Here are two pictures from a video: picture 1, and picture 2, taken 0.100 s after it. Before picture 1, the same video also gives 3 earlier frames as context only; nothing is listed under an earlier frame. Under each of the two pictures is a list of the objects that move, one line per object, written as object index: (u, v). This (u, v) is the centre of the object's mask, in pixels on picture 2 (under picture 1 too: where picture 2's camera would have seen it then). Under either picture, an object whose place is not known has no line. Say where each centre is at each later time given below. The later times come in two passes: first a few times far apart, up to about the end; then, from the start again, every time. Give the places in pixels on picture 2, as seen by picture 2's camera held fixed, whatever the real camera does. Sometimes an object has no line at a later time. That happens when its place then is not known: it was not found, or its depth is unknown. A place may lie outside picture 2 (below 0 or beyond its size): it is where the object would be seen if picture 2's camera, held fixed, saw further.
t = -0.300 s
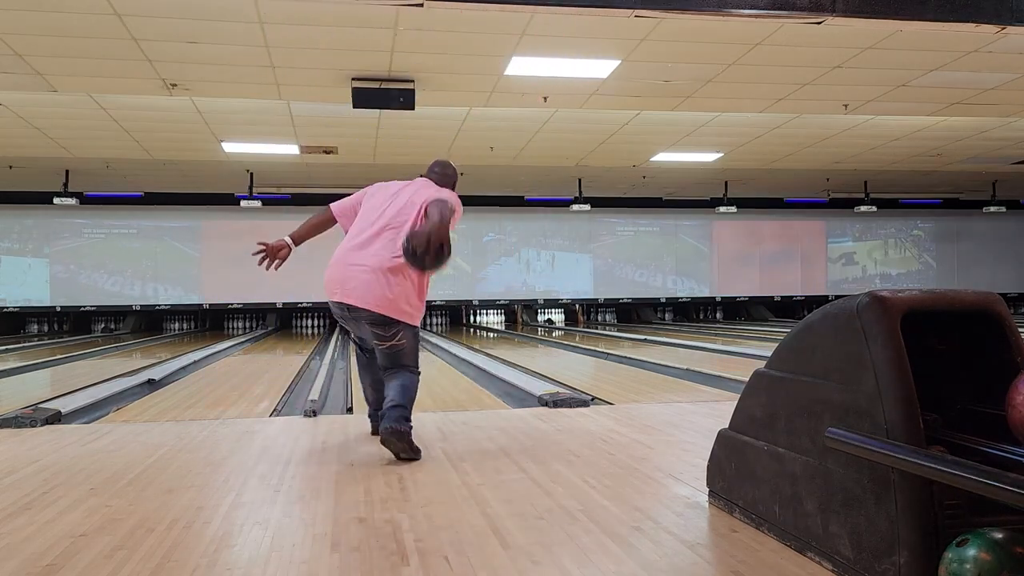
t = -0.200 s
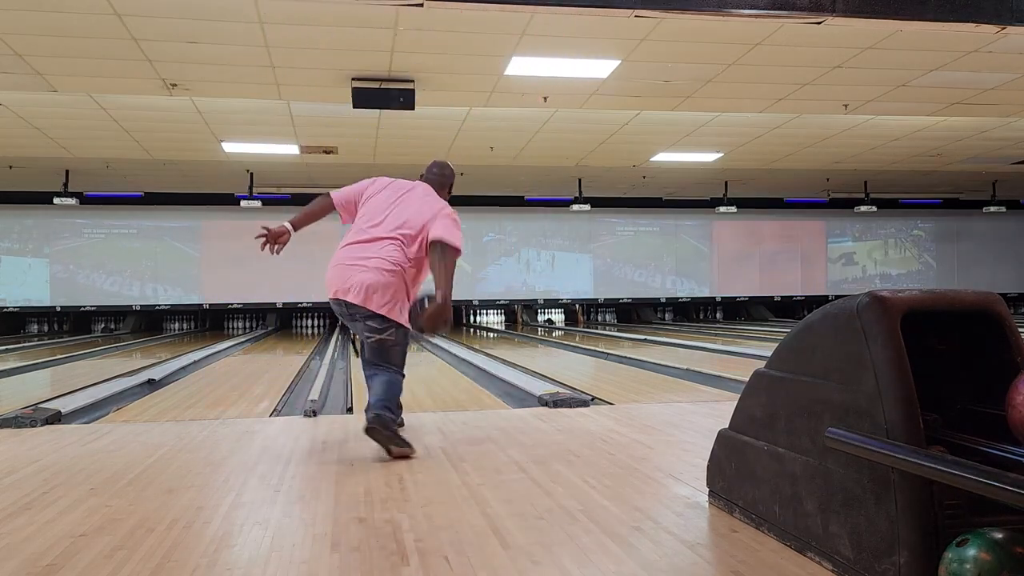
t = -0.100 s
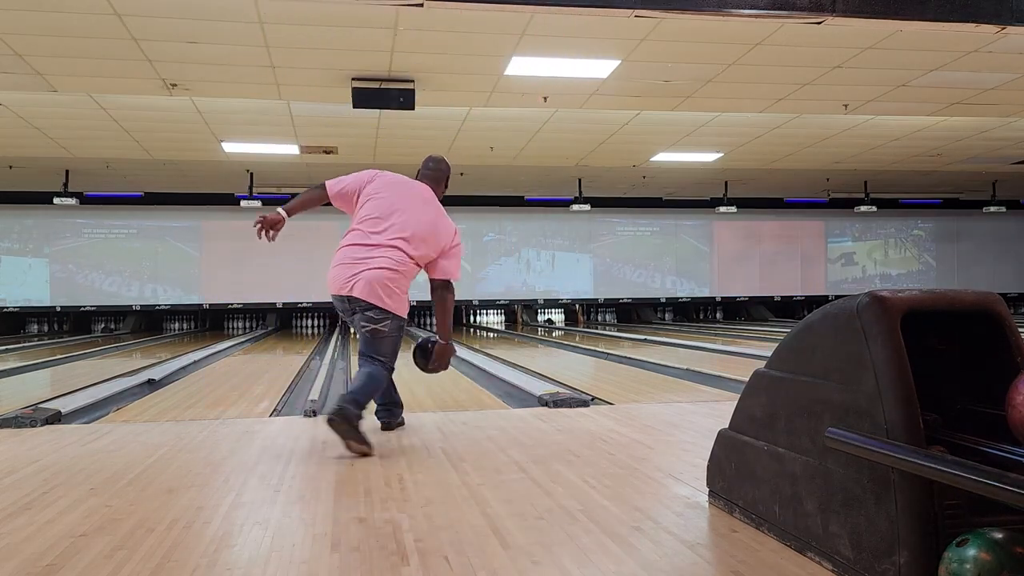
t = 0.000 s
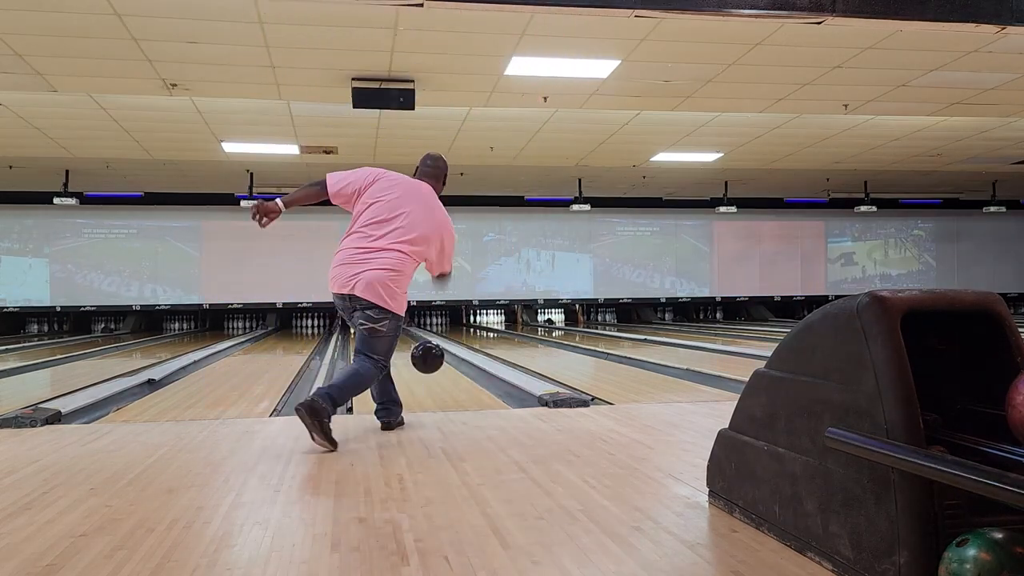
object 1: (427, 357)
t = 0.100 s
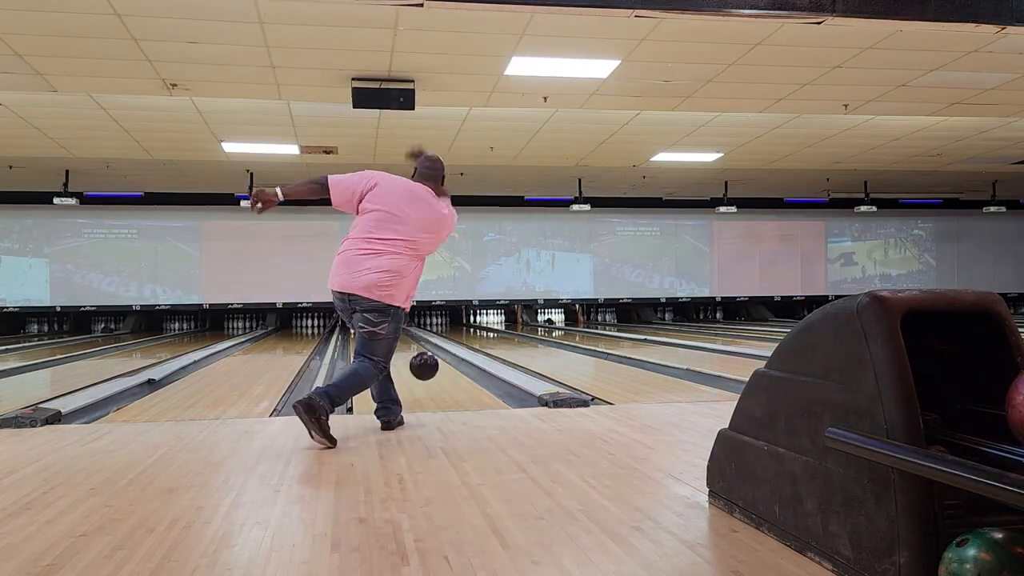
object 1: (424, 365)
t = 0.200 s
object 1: (421, 375)
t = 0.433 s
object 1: (416, 360)
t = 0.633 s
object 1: (412, 351)
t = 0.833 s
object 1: (408, 344)
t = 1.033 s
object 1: (405, 339)
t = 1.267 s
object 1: (401, 334)
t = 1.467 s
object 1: (398, 330)
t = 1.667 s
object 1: (394, 328)
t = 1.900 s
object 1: (387, 326)
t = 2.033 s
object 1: (383, 325)
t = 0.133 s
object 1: (423, 371)
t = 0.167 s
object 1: (422, 377)
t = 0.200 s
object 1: (421, 375)
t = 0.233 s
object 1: (420, 371)
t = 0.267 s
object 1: (419, 369)
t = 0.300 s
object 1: (418, 368)
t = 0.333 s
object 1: (418, 366)
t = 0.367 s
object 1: (417, 364)
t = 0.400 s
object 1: (416, 362)
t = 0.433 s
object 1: (416, 360)
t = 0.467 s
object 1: (415, 358)
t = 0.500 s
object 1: (414, 356)
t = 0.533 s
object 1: (414, 355)
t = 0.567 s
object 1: (413, 353)
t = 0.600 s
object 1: (412, 352)
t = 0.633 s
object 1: (412, 351)
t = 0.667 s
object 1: (411, 349)
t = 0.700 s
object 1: (410, 349)
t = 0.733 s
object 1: (410, 347)
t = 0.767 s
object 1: (409, 346)
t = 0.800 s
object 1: (409, 345)
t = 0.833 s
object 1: (408, 344)
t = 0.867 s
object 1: (408, 343)
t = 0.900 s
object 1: (407, 343)
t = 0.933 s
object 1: (406, 342)
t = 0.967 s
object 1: (406, 341)
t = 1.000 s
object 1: (405, 340)
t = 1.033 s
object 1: (405, 339)
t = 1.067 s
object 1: (404, 339)
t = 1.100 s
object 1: (404, 338)
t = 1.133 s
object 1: (403, 337)
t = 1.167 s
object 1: (402, 336)
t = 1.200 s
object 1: (402, 336)
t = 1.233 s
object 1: (402, 335)
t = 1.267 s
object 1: (401, 334)
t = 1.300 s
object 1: (401, 334)
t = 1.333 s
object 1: (400, 333)
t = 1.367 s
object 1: (400, 333)
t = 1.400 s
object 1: (399, 332)
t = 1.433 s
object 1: (398, 332)
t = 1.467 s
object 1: (398, 330)
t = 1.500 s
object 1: (397, 330)
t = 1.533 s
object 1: (397, 330)
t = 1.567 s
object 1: (396, 329)
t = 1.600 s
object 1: (395, 329)
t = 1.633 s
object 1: (395, 328)
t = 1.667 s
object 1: (394, 328)
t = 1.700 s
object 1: (393, 328)
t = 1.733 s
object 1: (392, 327)
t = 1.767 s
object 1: (391, 327)
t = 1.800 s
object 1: (390, 327)
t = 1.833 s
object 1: (389, 327)
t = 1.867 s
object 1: (388, 326)
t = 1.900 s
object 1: (387, 326)
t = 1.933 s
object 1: (387, 326)
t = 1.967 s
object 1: (386, 326)
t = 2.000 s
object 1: (385, 325)
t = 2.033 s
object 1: (383, 325)
